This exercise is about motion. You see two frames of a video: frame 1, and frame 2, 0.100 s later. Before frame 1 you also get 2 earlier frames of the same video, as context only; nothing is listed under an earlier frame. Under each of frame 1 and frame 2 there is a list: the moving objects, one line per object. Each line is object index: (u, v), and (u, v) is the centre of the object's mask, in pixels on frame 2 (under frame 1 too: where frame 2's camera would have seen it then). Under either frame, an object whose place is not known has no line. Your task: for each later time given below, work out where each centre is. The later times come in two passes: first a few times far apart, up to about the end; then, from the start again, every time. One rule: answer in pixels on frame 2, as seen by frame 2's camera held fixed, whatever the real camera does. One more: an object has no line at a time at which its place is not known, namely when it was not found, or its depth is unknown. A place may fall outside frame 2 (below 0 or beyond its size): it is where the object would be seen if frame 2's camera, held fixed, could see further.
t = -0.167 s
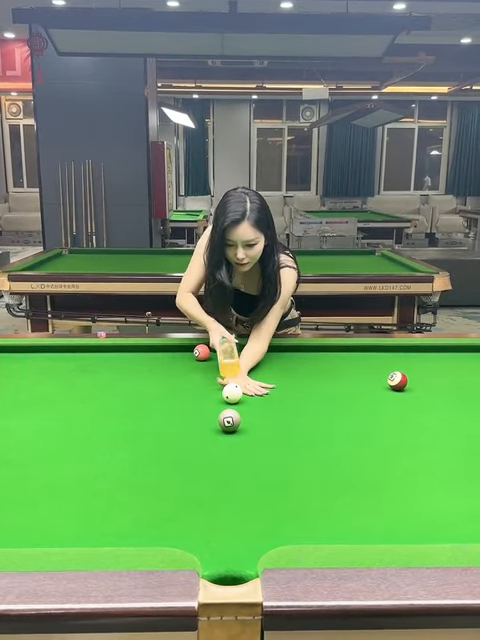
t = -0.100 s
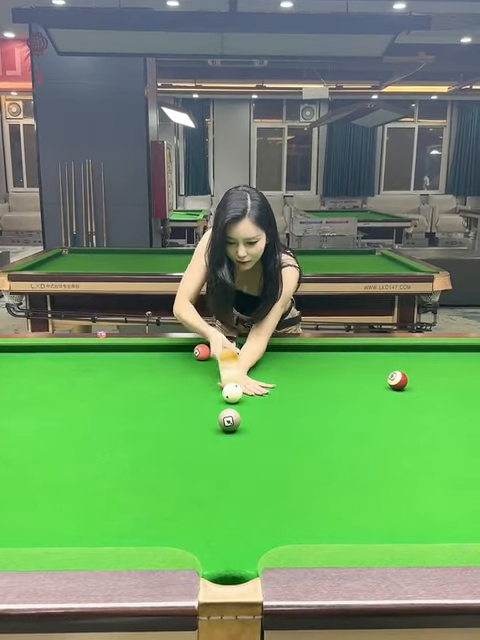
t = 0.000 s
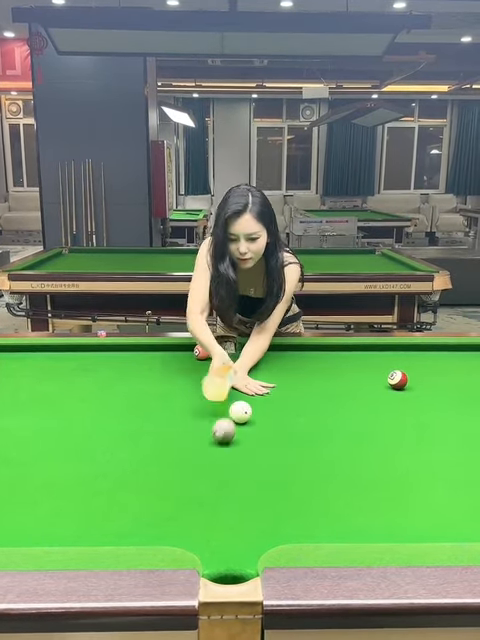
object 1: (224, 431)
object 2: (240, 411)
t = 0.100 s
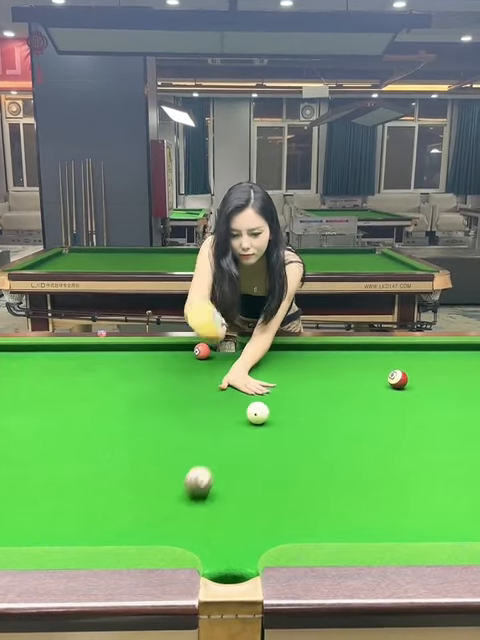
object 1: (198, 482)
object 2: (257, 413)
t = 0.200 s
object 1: (169, 535)
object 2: (273, 413)
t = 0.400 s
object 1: (195, 452)
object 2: (303, 415)
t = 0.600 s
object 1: (210, 402)
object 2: (332, 416)
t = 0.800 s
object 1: (220, 368)
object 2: (360, 418)
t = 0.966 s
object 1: (227, 346)
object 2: (381, 419)
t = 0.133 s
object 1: (188, 504)
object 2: (263, 413)
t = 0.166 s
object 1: (177, 526)
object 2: (268, 413)
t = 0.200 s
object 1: (169, 535)
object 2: (273, 413)
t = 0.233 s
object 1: (175, 522)
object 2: (278, 413)
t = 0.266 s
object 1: (180, 504)
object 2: (283, 414)
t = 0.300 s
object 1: (185, 488)
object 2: (288, 414)
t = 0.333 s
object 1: (188, 475)
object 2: (293, 414)
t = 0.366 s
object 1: (192, 463)
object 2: (298, 414)
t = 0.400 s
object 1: (195, 452)
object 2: (303, 415)
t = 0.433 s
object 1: (198, 442)
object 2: (308, 415)
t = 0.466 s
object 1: (201, 433)
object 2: (313, 415)
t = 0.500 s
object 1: (204, 424)
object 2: (318, 416)
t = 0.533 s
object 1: (206, 416)
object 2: (323, 416)
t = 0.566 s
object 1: (208, 409)
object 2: (327, 416)
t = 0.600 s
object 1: (210, 402)
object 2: (332, 416)
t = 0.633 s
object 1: (212, 395)
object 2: (336, 417)
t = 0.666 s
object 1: (214, 389)
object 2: (341, 417)
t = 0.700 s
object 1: (216, 383)
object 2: (346, 417)
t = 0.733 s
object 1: (218, 378)
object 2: (350, 417)
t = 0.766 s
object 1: (219, 372)
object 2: (355, 417)
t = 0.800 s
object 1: (220, 368)
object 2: (360, 418)
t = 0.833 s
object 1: (222, 363)
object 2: (364, 418)
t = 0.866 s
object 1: (223, 359)
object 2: (368, 418)
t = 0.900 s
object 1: (224, 355)
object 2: (373, 418)
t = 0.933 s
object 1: (226, 349)
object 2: (377, 418)
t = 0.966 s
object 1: (227, 346)
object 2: (381, 419)
